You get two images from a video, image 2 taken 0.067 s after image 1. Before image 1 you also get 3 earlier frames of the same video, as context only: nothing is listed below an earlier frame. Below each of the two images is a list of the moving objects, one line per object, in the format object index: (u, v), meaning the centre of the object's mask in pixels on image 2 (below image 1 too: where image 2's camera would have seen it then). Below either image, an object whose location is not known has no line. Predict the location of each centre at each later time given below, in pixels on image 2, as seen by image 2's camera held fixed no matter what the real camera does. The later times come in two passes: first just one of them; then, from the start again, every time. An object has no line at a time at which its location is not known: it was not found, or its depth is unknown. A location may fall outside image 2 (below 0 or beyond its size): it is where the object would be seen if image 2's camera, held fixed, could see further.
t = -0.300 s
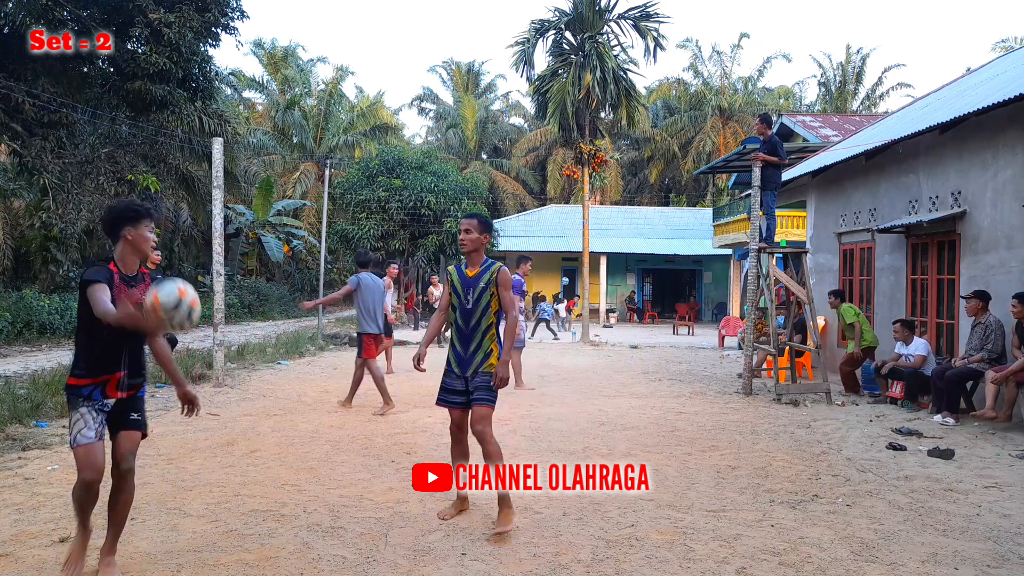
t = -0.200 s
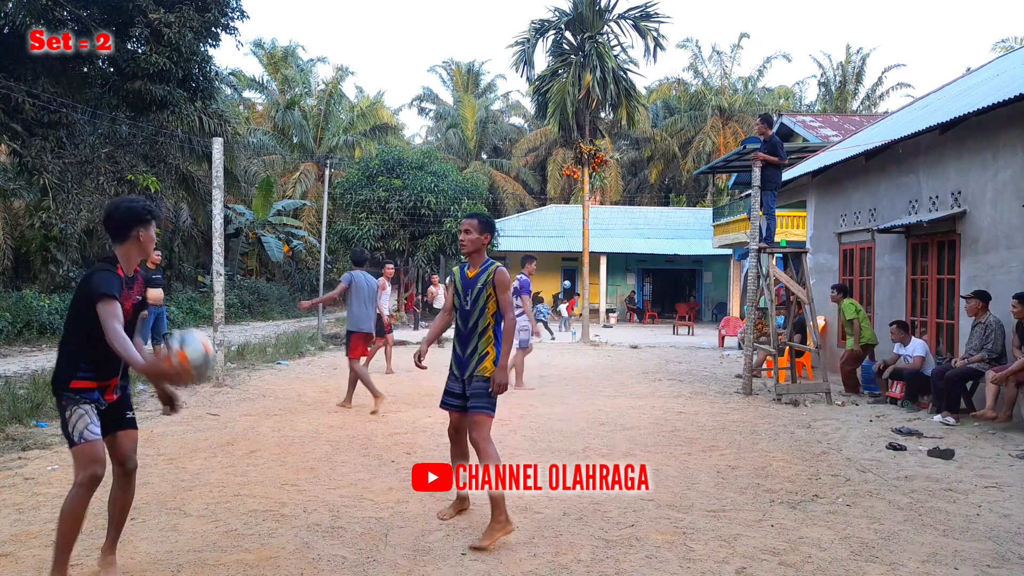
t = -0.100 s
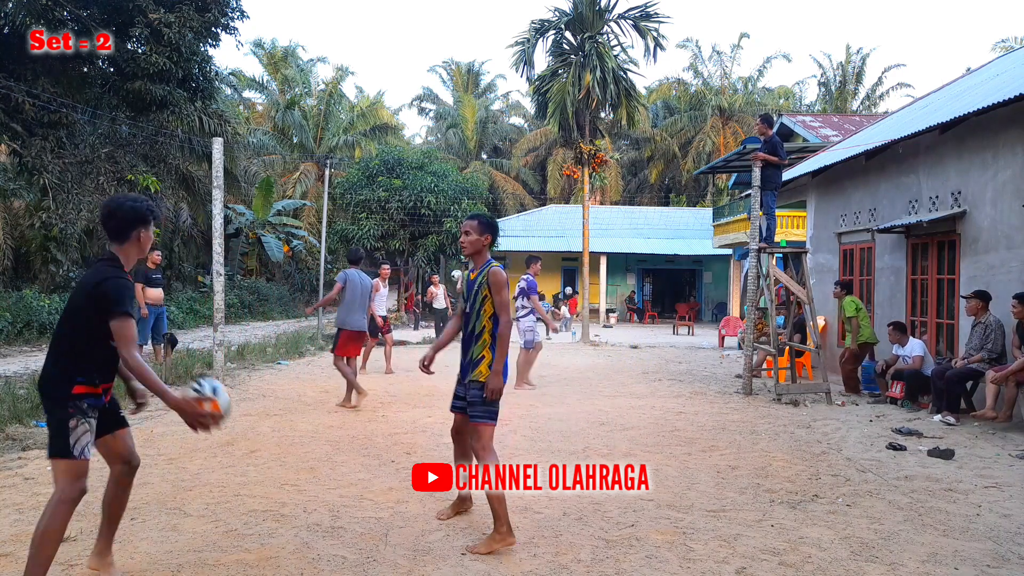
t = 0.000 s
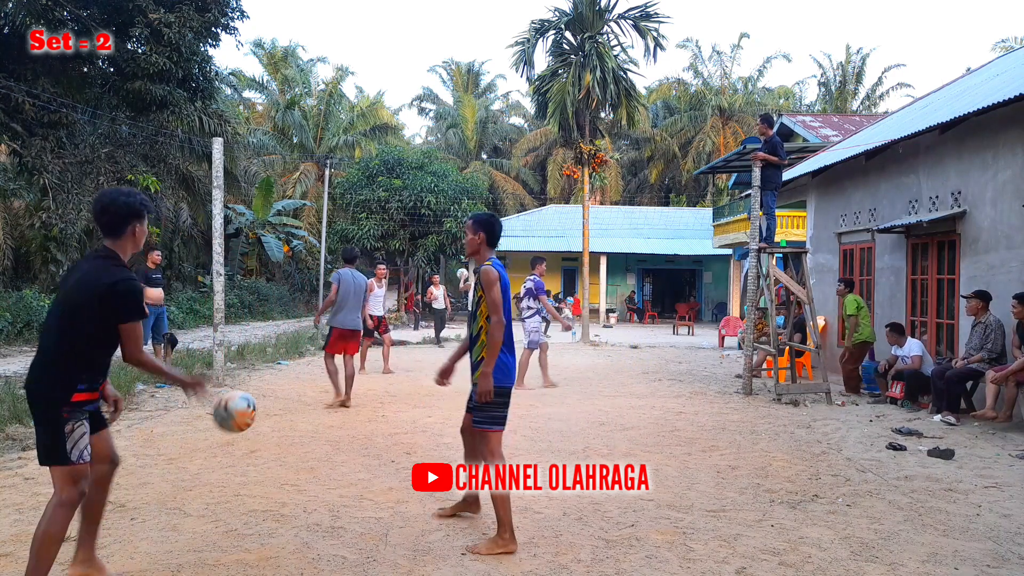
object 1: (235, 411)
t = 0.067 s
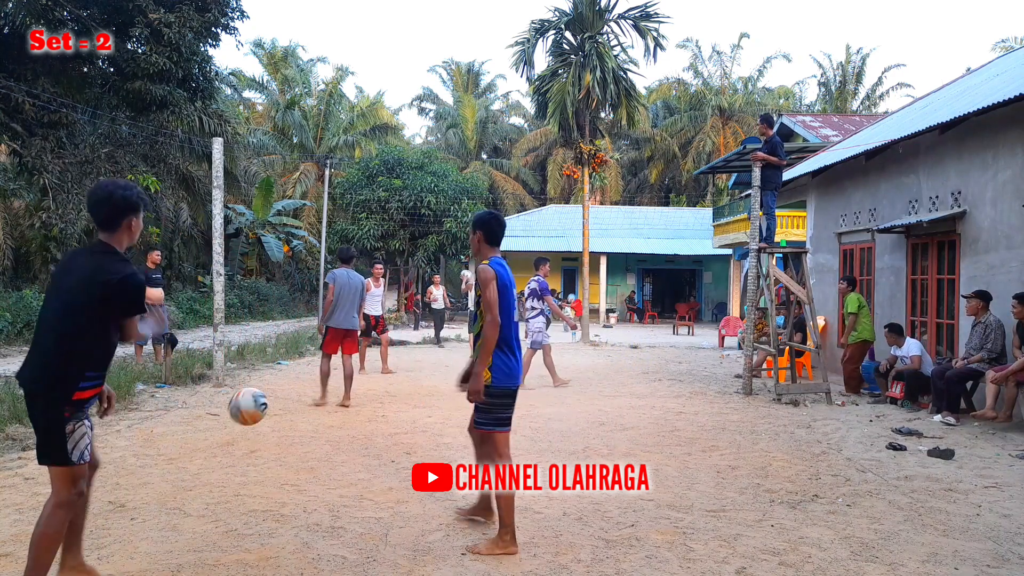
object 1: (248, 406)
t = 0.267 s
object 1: (276, 426)
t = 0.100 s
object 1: (253, 406)
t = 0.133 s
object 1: (259, 407)
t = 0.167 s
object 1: (264, 410)
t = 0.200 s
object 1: (268, 414)
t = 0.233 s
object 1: (273, 420)
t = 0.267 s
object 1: (276, 426)
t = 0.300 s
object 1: (280, 433)
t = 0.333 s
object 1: (284, 440)
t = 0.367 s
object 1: (290, 432)
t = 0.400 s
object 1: (295, 425)
